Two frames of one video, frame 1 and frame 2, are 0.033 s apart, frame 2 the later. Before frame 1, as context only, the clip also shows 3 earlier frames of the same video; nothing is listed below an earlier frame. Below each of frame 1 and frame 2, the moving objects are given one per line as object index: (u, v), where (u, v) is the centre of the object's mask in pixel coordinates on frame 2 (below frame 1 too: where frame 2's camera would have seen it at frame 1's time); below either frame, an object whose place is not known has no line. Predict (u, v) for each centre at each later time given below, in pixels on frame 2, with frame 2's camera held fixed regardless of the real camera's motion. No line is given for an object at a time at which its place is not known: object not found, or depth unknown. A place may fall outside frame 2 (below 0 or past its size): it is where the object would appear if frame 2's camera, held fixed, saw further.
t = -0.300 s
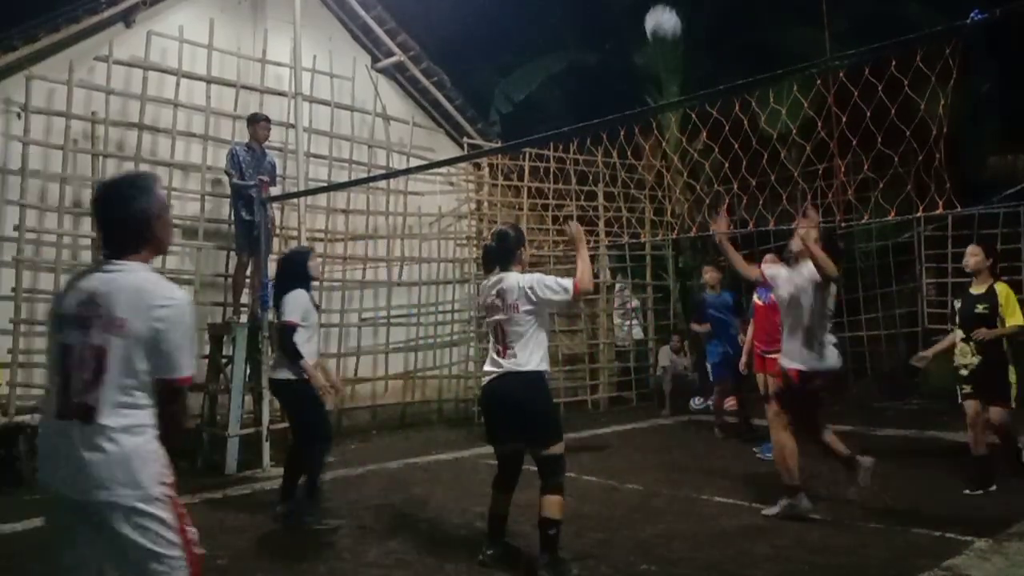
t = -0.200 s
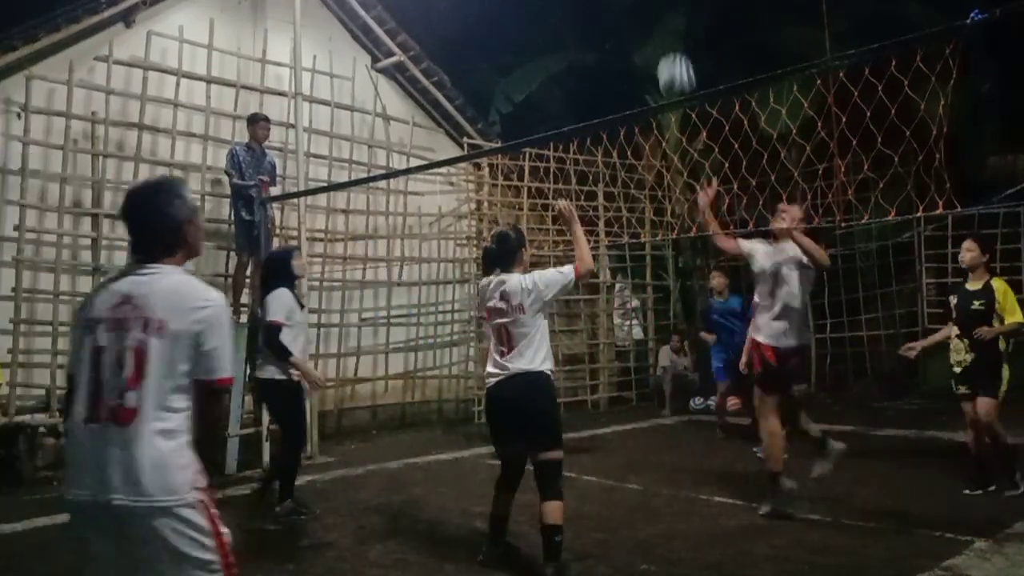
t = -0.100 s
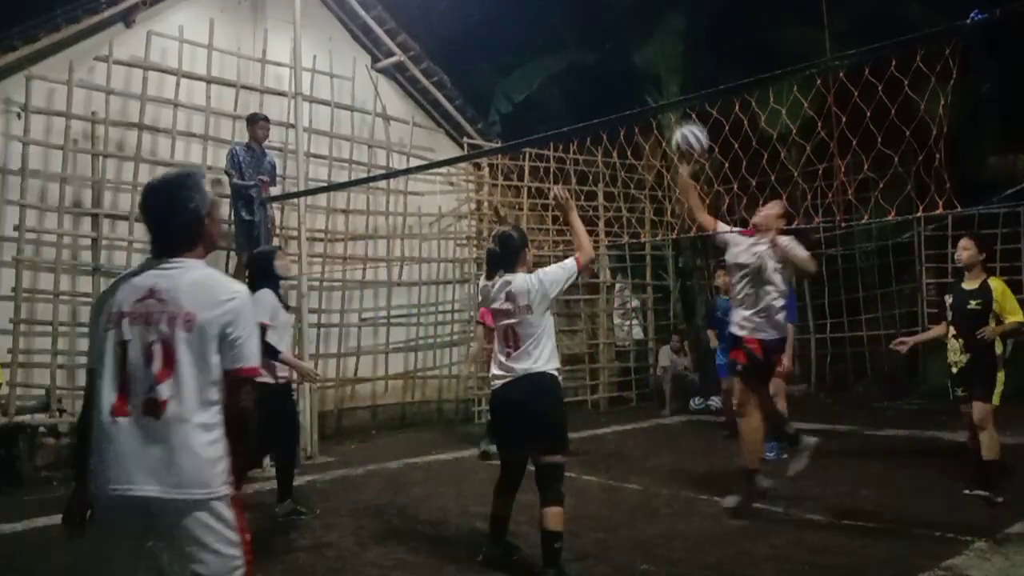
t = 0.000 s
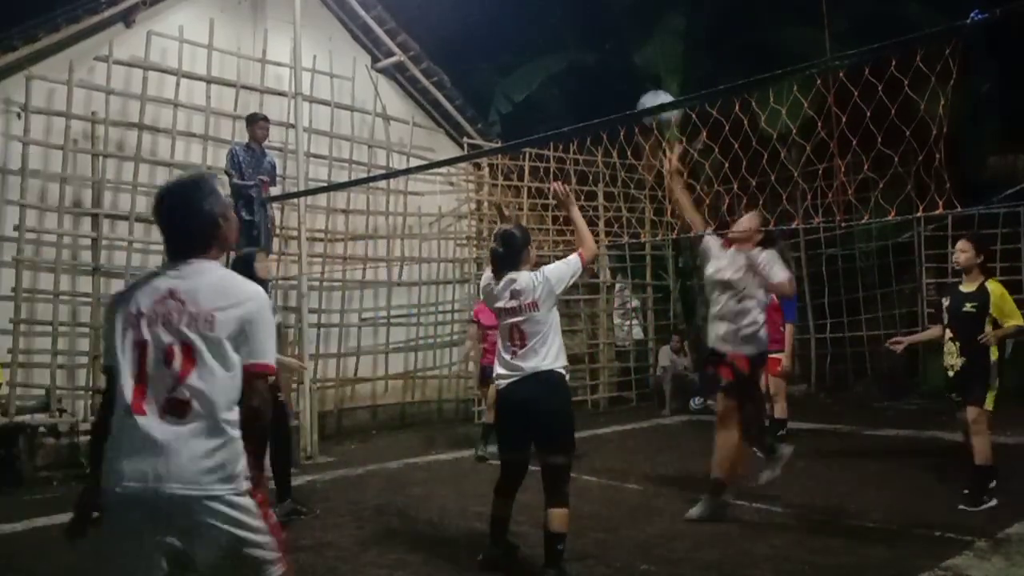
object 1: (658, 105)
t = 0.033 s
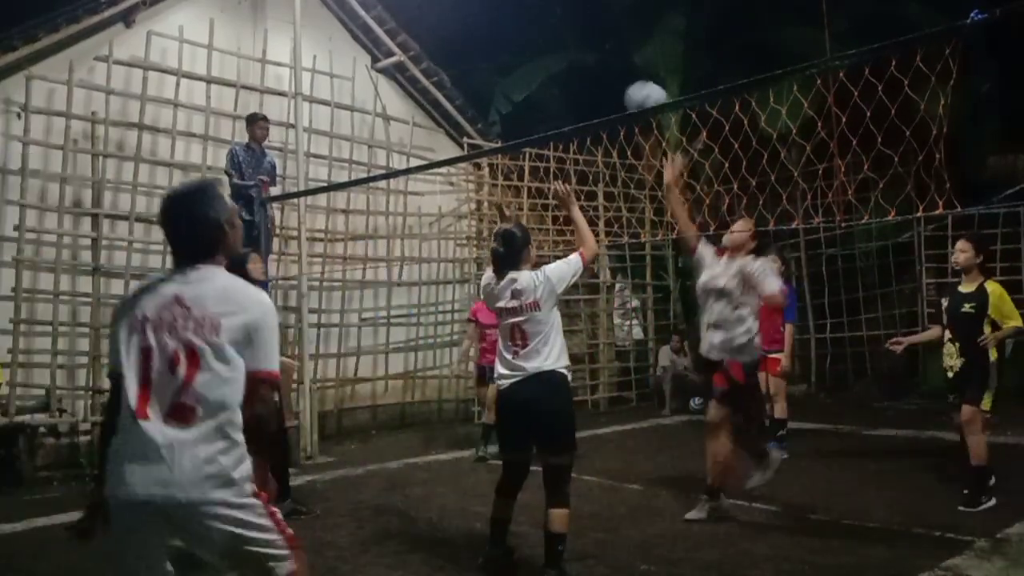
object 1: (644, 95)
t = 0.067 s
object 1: (633, 92)
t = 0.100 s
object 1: (623, 89)
